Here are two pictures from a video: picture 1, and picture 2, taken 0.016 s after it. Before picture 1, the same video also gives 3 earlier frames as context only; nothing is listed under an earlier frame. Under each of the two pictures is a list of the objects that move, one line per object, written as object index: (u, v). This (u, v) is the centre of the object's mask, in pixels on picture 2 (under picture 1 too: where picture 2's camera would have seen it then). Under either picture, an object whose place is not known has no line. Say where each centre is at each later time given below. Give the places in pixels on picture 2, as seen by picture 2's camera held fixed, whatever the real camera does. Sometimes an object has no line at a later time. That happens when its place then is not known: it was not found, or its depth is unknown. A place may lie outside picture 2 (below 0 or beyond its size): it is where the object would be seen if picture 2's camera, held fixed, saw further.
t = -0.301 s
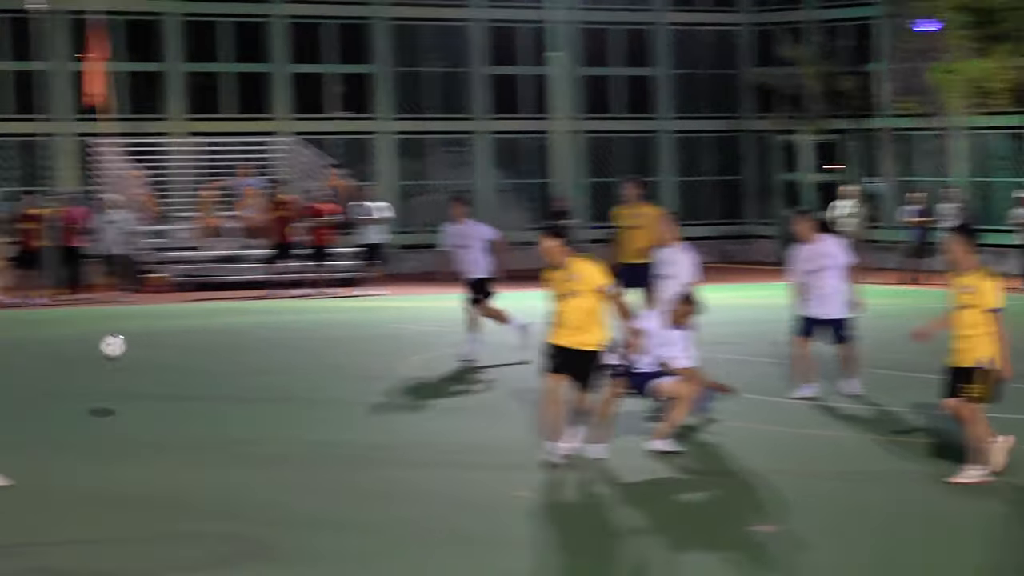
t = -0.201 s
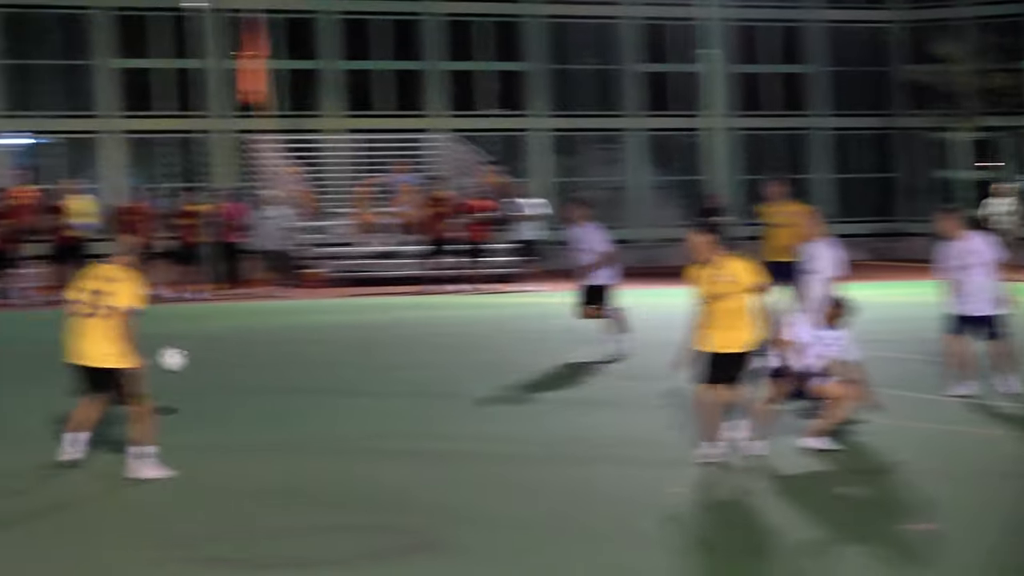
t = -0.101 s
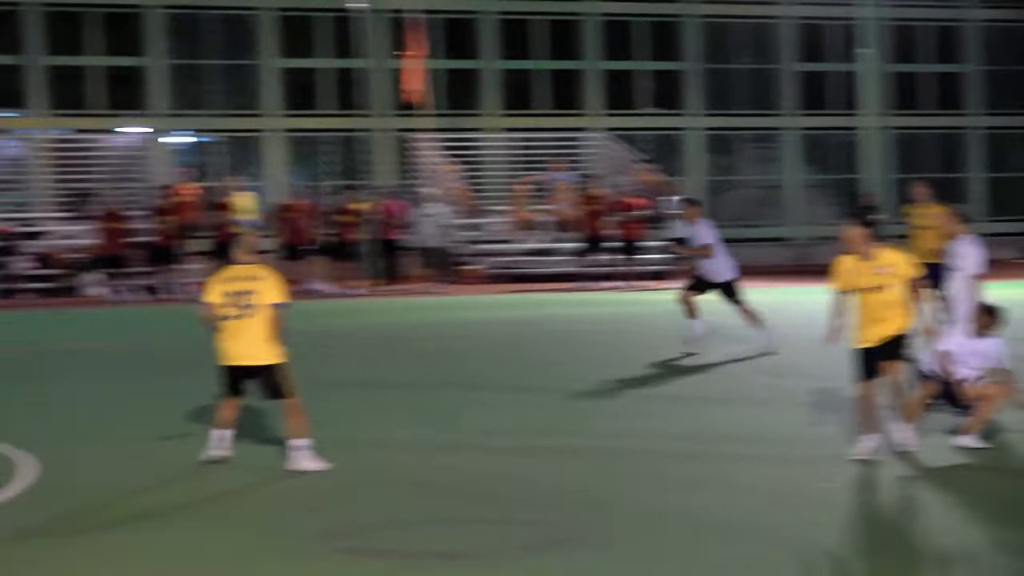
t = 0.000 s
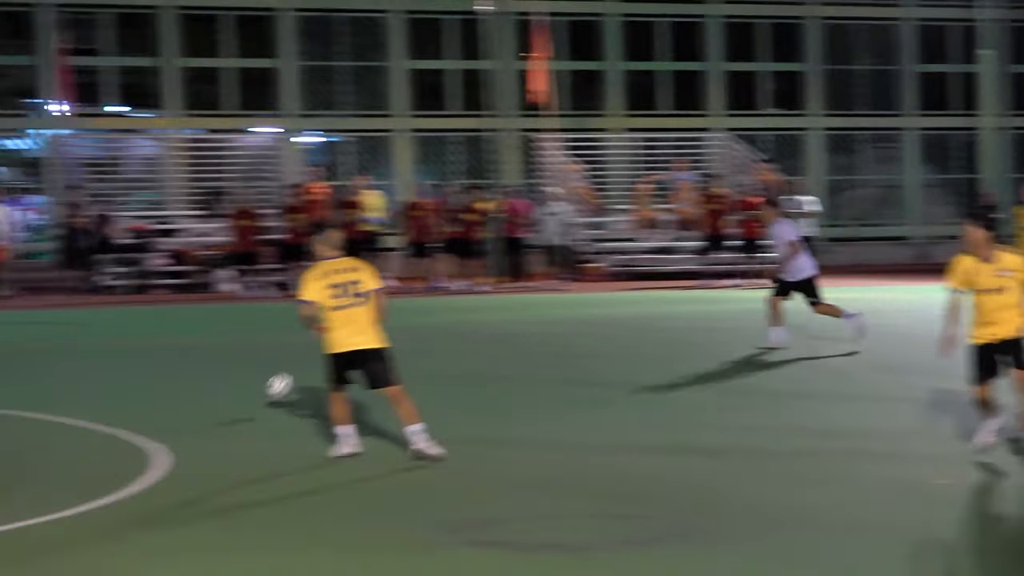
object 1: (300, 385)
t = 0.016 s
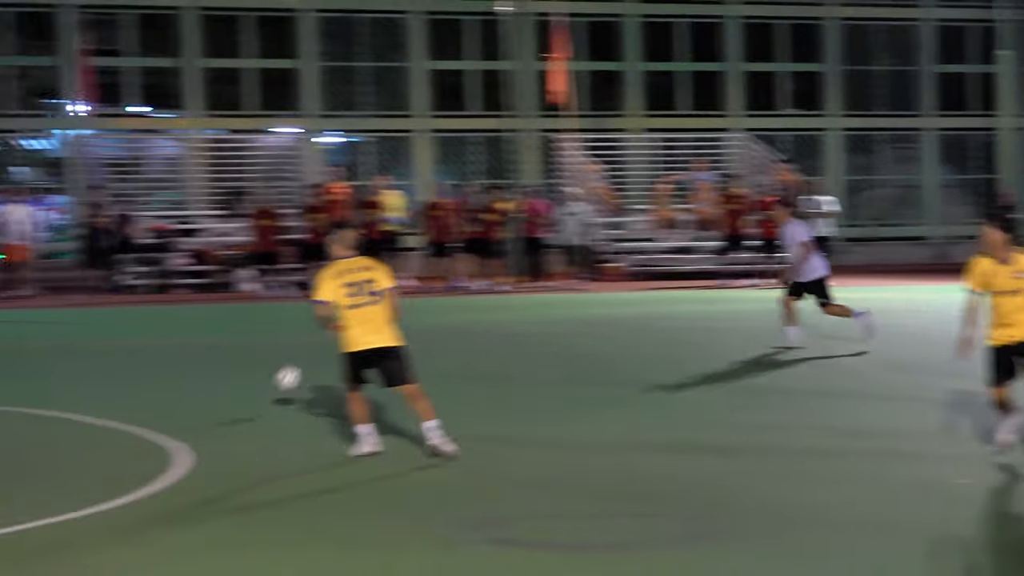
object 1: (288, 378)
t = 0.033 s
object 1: (275, 372)
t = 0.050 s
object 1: (263, 366)
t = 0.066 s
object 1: (250, 361)
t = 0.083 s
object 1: (237, 357)
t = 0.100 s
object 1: (226, 352)
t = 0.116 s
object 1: (213, 348)
